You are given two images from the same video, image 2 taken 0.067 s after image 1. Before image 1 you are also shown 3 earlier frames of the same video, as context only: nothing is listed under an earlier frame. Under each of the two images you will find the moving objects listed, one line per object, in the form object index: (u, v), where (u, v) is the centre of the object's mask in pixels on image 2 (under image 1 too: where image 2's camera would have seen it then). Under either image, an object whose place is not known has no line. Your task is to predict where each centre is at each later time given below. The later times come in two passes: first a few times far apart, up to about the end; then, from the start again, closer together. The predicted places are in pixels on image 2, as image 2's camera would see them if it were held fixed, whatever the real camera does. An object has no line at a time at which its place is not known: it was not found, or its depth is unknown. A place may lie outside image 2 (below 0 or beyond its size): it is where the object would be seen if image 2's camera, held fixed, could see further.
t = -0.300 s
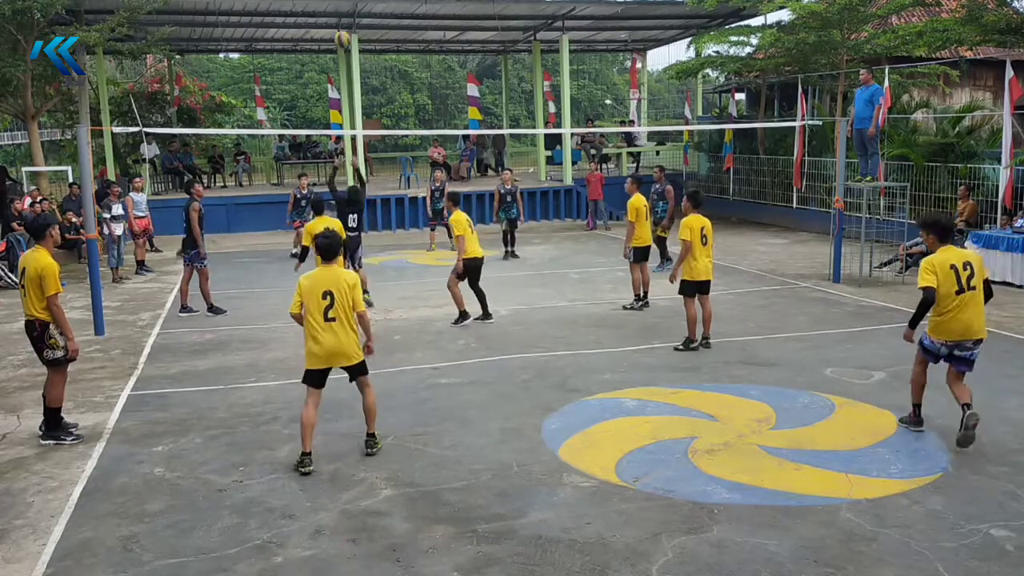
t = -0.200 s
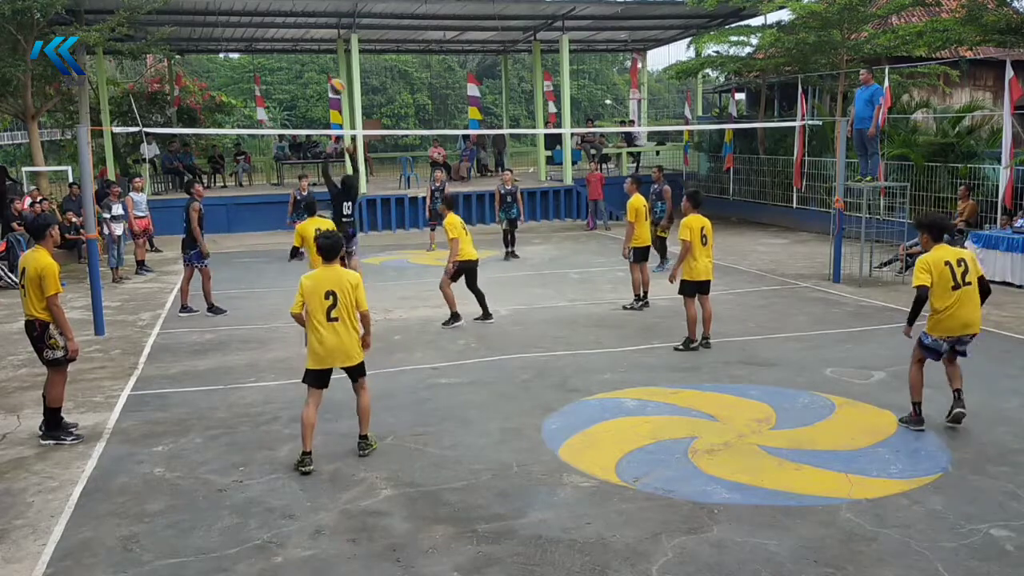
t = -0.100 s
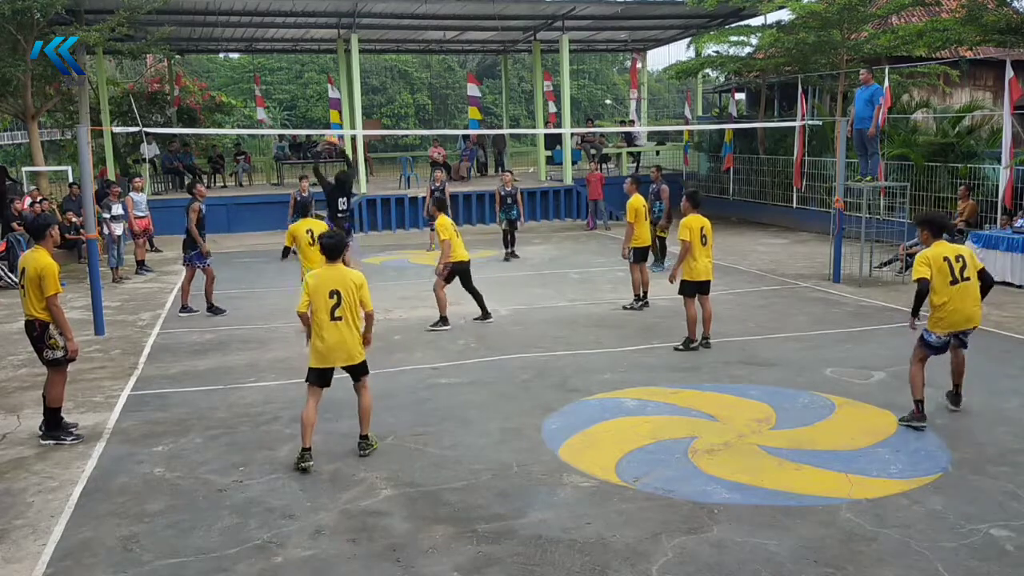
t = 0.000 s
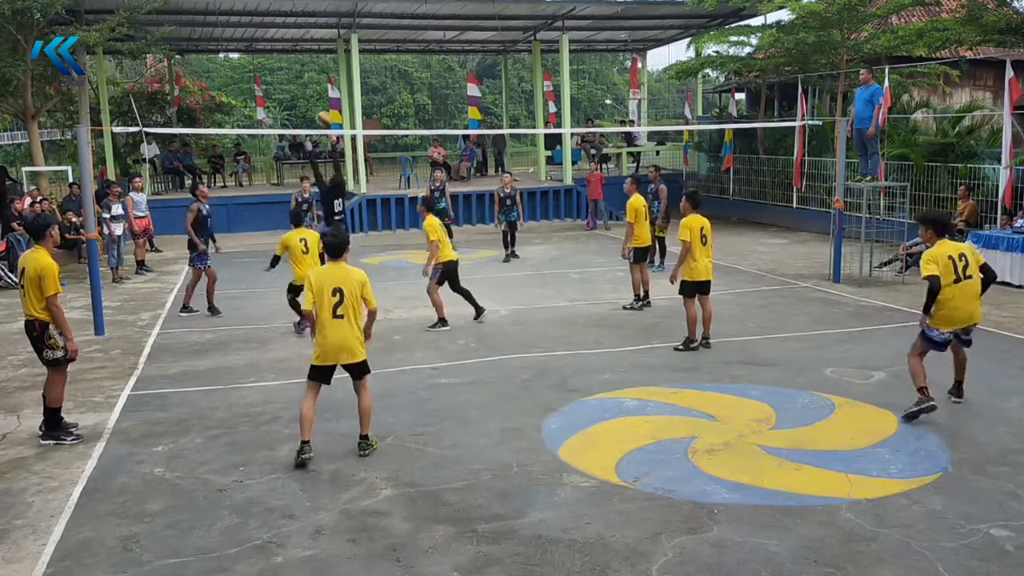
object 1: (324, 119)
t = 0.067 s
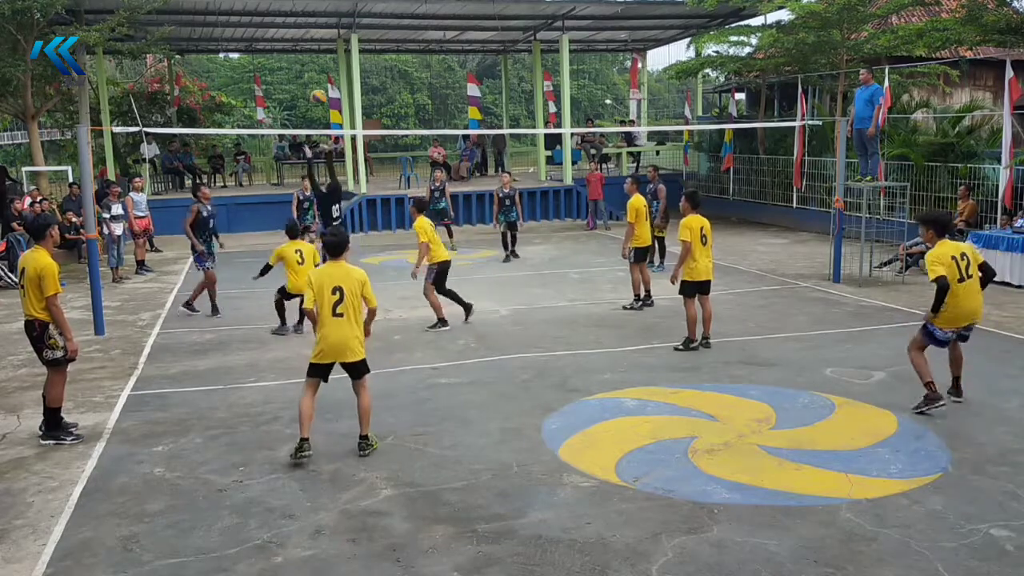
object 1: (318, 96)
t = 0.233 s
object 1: (306, 56)
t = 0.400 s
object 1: (295, 37)
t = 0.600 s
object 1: (283, 42)
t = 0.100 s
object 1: (316, 87)
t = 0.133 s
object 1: (314, 78)
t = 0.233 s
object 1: (306, 56)
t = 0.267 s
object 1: (304, 50)
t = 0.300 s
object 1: (301, 45)
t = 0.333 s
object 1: (298, 40)
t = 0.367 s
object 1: (296, 38)
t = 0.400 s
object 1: (295, 37)
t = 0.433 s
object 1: (293, 36)
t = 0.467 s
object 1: (291, 37)
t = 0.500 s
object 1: (289, 37)
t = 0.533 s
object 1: (287, 38)
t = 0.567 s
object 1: (285, 41)
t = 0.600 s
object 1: (283, 42)
